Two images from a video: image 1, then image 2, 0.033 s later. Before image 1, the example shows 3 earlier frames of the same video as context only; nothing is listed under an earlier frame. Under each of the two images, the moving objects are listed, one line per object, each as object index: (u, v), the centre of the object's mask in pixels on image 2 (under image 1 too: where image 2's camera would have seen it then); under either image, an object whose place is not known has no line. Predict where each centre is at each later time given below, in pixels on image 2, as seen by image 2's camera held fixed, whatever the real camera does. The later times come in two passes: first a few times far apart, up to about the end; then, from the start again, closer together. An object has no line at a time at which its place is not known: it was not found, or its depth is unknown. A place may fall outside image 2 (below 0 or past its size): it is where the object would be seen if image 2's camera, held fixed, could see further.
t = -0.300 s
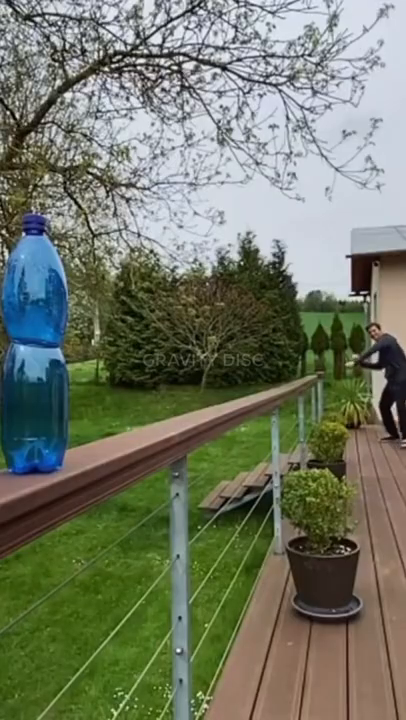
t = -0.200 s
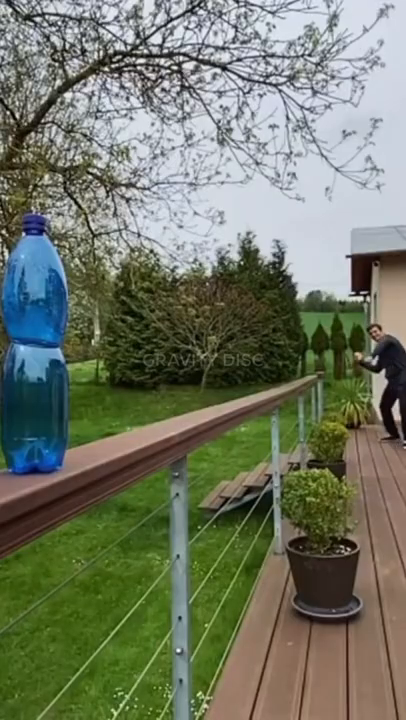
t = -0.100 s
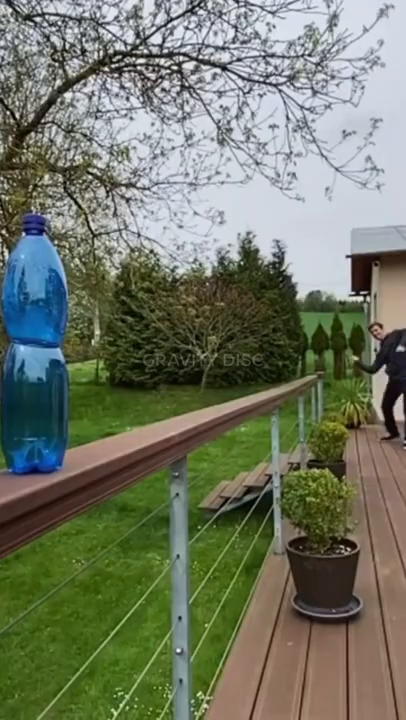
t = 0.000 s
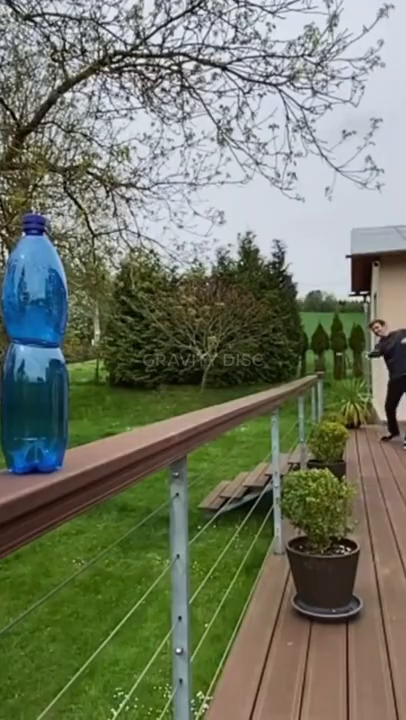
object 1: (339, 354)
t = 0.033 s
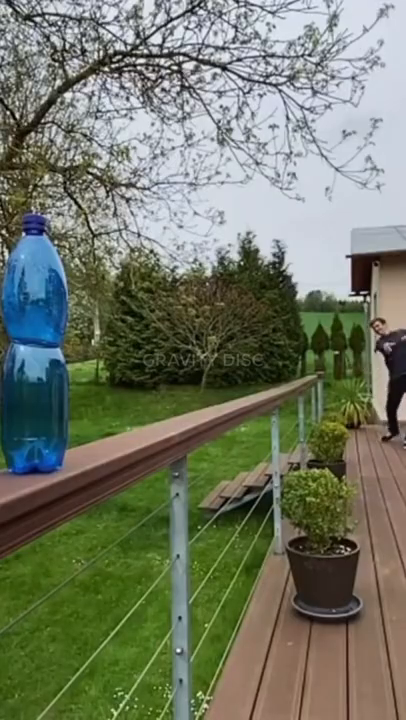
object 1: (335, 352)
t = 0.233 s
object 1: (303, 356)
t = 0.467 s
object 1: (246, 384)
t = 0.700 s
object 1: (172, 418)
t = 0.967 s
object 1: (108, 430)
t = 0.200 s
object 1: (311, 353)
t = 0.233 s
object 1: (303, 356)
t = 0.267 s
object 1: (296, 358)
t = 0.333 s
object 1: (283, 364)
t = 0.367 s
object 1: (273, 370)
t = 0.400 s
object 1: (266, 373)
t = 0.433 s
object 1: (255, 379)
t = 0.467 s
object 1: (246, 384)
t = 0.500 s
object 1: (235, 390)
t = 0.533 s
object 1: (226, 395)
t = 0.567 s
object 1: (216, 400)
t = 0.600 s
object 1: (201, 410)
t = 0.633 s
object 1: (189, 415)
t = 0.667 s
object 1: (177, 417)
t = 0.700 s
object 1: (172, 418)
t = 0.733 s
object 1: (166, 419)
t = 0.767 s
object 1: (160, 420)
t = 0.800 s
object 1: (153, 421)
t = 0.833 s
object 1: (146, 423)
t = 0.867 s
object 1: (138, 424)
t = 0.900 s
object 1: (128, 426)
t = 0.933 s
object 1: (119, 428)
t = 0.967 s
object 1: (108, 430)
